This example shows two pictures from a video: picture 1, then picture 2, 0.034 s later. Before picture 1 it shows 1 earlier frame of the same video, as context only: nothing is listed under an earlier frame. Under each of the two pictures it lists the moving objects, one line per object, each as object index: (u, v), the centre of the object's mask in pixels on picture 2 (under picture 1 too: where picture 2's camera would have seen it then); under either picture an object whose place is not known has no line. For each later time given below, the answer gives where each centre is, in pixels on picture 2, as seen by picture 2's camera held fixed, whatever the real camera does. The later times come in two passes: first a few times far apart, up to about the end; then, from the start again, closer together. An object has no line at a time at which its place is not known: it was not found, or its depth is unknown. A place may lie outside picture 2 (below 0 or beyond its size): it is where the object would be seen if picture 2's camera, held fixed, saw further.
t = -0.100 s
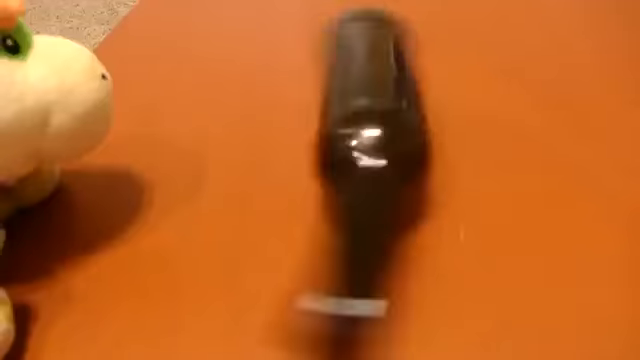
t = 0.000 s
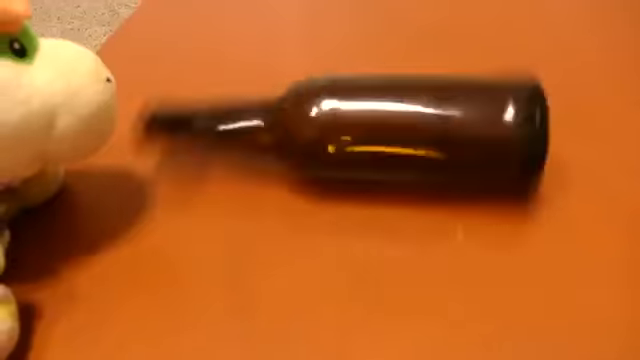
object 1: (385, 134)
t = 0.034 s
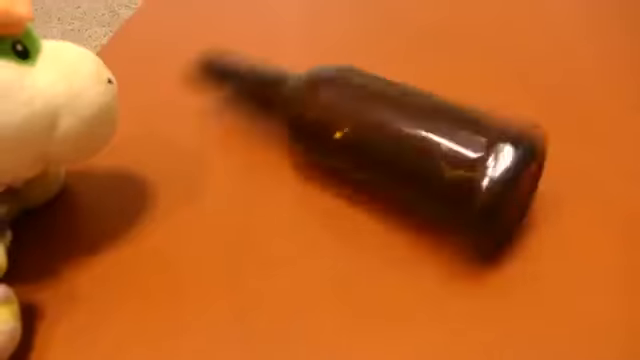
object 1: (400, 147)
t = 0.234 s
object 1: (407, 150)
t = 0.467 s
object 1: (385, 149)
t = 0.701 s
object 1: (388, 154)
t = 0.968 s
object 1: (381, 142)
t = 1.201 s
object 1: (405, 137)
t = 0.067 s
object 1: (391, 165)
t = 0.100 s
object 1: (361, 169)
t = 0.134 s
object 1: (345, 155)
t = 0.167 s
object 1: (361, 137)
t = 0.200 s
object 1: (393, 135)
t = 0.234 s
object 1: (407, 150)
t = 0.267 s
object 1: (387, 167)
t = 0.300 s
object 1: (357, 172)
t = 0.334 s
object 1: (330, 165)
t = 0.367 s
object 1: (335, 143)
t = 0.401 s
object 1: (366, 129)
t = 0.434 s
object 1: (379, 133)
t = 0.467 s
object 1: (385, 149)
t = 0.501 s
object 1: (369, 159)
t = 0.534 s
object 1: (346, 159)
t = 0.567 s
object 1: (340, 144)
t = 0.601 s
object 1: (358, 130)
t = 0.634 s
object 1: (383, 128)
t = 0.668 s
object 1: (395, 139)
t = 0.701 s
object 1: (388, 154)
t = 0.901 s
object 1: (373, 124)
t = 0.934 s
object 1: (384, 134)
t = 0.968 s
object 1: (381, 142)
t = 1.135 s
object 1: (383, 121)
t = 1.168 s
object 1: (398, 126)
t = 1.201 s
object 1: (405, 137)
